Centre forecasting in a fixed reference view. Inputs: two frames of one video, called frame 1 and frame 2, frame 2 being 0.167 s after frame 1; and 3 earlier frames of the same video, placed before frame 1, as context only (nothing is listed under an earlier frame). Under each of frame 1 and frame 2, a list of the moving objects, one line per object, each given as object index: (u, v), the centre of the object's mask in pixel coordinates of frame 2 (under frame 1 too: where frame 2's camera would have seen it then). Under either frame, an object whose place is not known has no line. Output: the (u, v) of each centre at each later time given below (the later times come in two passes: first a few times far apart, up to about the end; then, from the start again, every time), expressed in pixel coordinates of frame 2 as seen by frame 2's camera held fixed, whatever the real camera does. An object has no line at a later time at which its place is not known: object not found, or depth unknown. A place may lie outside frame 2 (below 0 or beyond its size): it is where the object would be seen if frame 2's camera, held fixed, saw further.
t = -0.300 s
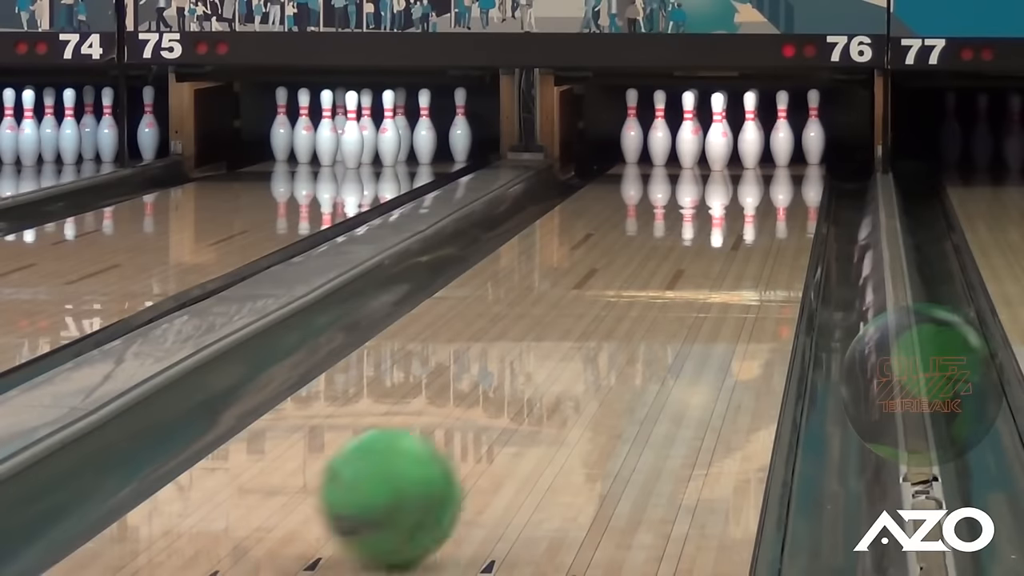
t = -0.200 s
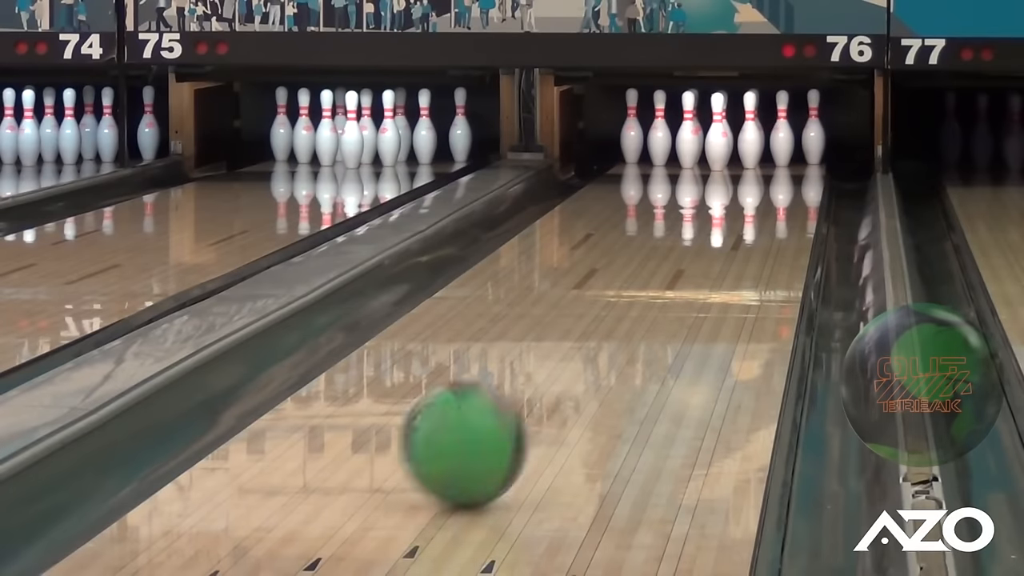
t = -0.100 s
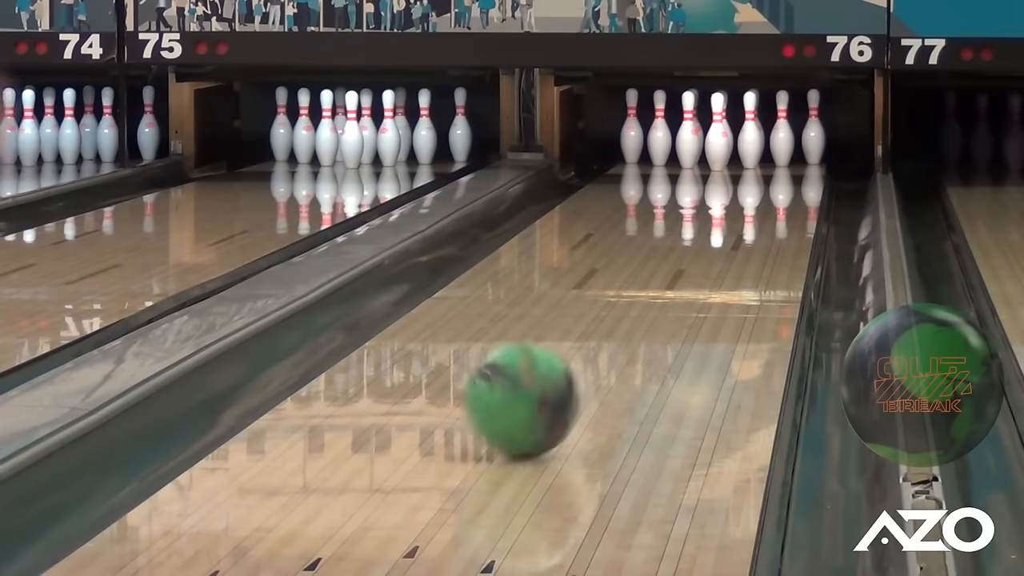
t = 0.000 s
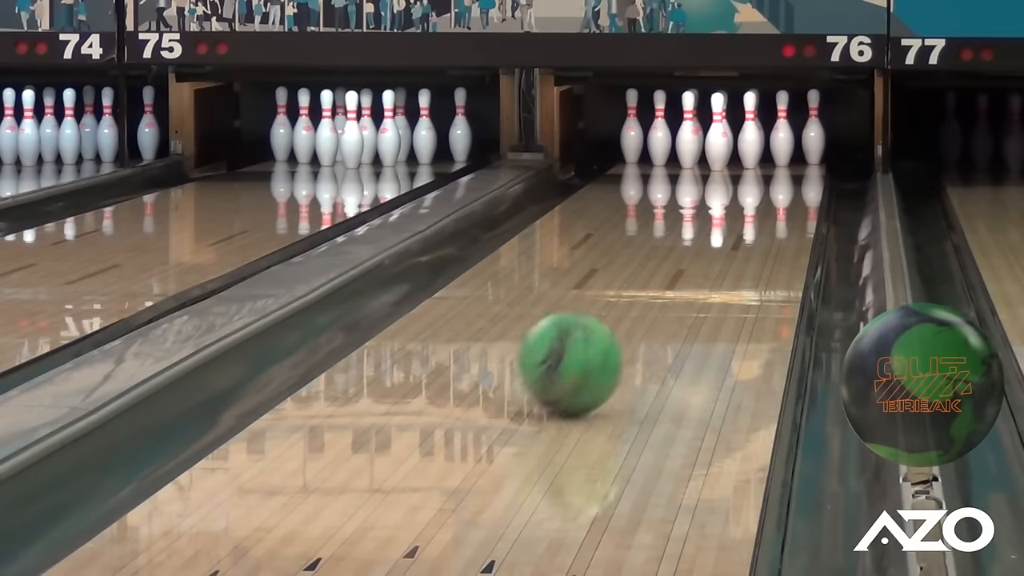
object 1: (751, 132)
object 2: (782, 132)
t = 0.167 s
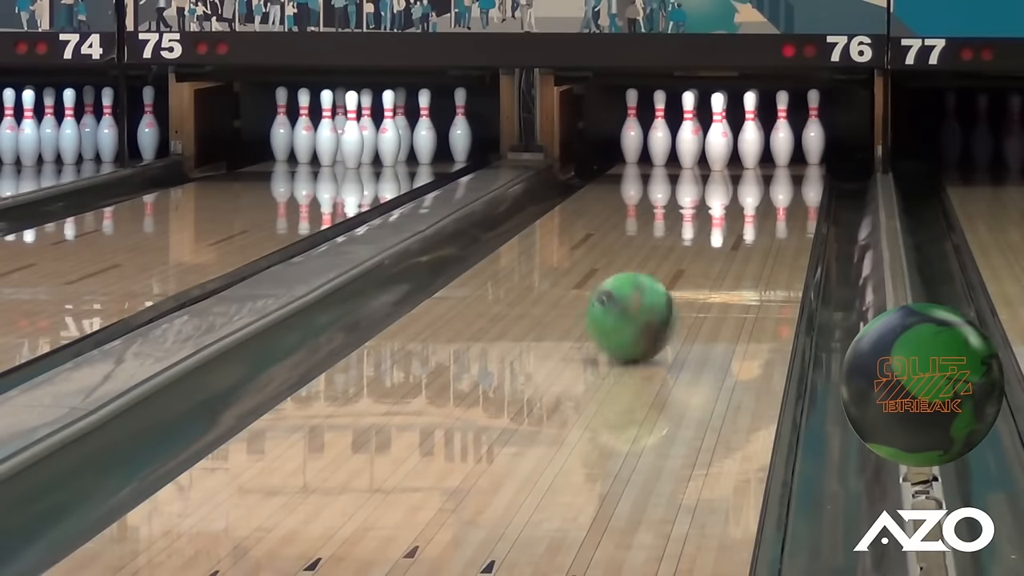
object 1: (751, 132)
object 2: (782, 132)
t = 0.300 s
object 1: (751, 132)
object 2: (782, 132)
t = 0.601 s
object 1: (751, 132)
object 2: (782, 132)
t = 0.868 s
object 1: (751, 132)
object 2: (782, 132)
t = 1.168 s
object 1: (751, 125)
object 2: (782, 131)
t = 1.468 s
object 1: (752, 116)
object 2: (782, 132)
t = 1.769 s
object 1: (787, 132)
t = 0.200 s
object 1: (751, 132)
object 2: (782, 132)
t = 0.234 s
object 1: (751, 132)
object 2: (782, 132)
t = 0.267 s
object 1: (751, 132)
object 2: (782, 132)
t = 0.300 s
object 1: (751, 132)
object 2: (782, 132)
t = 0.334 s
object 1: (751, 132)
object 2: (782, 132)
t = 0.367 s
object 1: (751, 132)
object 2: (782, 132)
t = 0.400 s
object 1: (751, 132)
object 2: (782, 132)
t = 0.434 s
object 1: (751, 132)
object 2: (782, 132)
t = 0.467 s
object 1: (751, 132)
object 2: (782, 132)
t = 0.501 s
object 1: (751, 132)
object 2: (782, 132)
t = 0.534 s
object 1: (751, 132)
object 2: (782, 132)
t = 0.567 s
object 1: (751, 132)
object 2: (782, 132)
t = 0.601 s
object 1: (751, 132)
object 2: (782, 132)
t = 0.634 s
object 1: (751, 132)
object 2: (782, 132)
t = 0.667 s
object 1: (751, 132)
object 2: (782, 132)
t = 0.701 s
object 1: (751, 132)
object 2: (782, 132)
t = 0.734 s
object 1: (751, 132)
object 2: (782, 132)
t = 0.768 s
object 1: (751, 132)
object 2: (782, 132)
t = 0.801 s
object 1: (751, 132)
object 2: (782, 132)
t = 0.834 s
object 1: (751, 132)
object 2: (782, 132)
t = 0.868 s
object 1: (751, 132)
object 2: (782, 132)
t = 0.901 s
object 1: (751, 132)
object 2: (782, 132)
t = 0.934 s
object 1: (751, 132)
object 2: (782, 132)
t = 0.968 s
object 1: (751, 131)
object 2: (782, 132)
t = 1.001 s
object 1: (751, 131)
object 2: (782, 132)
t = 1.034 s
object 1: (751, 130)
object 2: (782, 132)
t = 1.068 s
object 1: (751, 129)
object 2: (782, 132)
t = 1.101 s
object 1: (751, 128)
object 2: (782, 132)
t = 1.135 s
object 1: (751, 127)
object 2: (782, 131)
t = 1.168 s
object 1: (751, 125)
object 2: (782, 131)
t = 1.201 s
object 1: (751, 124)
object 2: (782, 131)
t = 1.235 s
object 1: (751, 123)
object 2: (782, 130)
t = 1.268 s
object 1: (751, 122)
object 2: (782, 130)
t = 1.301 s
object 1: (751, 120)
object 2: (782, 131)
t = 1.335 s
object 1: (751, 119)
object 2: (782, 131)
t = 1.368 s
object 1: (751, 118)
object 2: (782, 132)
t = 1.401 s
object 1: (751, 117)
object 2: (782, 132)
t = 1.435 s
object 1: (752, 116)
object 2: (782, 132)
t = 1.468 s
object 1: (752, 116)
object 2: (782, 132)
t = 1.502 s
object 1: (752, 117)
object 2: (782, 132)
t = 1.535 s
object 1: (753, 119)
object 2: (782, 132)
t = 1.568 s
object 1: (753, 124)
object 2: (782, 132)
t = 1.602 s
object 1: (753, 127)
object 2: (782, 132)
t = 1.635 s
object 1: (753, 128)
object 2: (782, 132)
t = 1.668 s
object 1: (753, 128)
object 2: (782, 132)
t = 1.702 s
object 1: (759, 134)
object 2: (784, 129)
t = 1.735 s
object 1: (774, 132)
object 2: (788, 123)
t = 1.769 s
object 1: (787, 132)
